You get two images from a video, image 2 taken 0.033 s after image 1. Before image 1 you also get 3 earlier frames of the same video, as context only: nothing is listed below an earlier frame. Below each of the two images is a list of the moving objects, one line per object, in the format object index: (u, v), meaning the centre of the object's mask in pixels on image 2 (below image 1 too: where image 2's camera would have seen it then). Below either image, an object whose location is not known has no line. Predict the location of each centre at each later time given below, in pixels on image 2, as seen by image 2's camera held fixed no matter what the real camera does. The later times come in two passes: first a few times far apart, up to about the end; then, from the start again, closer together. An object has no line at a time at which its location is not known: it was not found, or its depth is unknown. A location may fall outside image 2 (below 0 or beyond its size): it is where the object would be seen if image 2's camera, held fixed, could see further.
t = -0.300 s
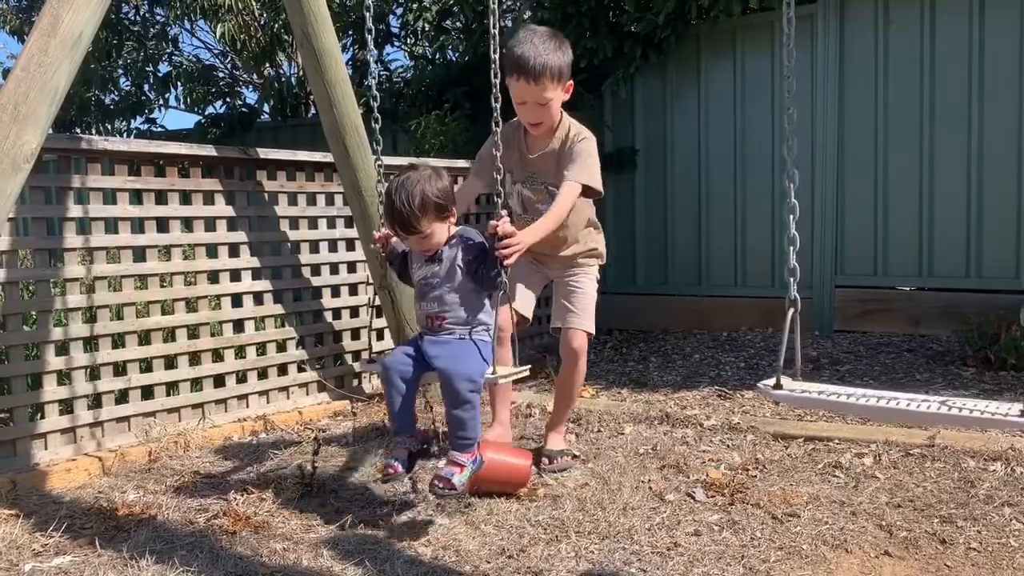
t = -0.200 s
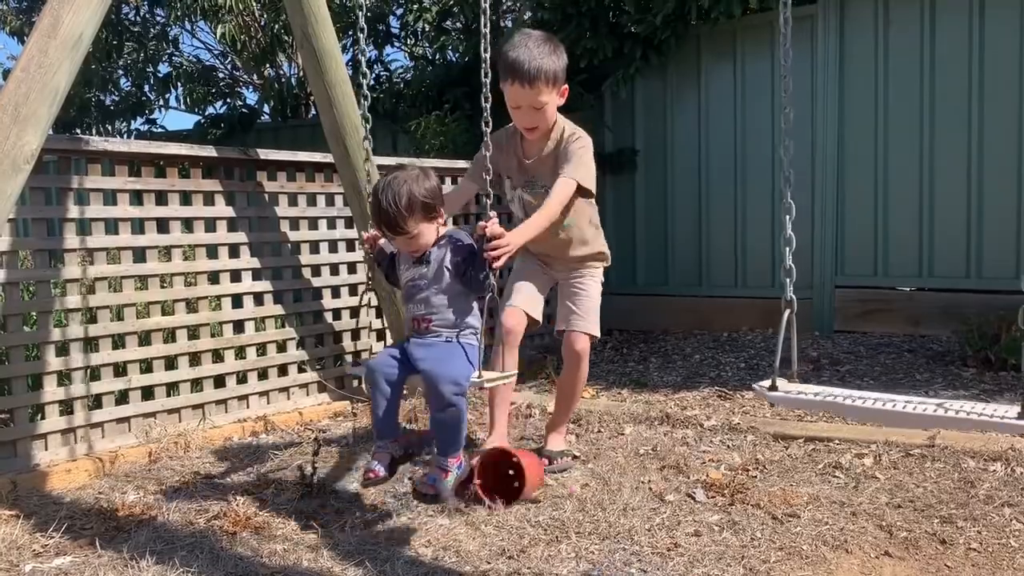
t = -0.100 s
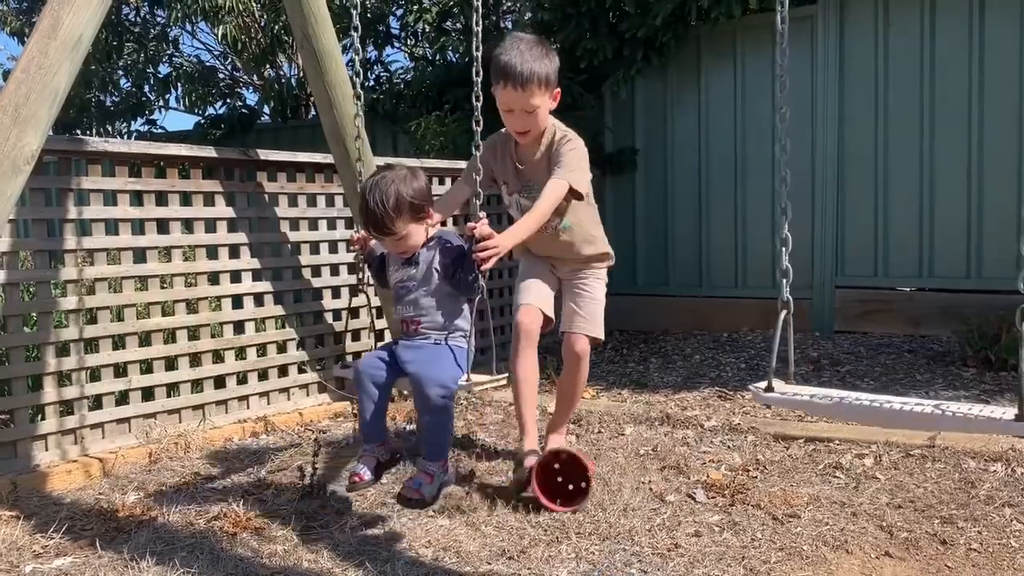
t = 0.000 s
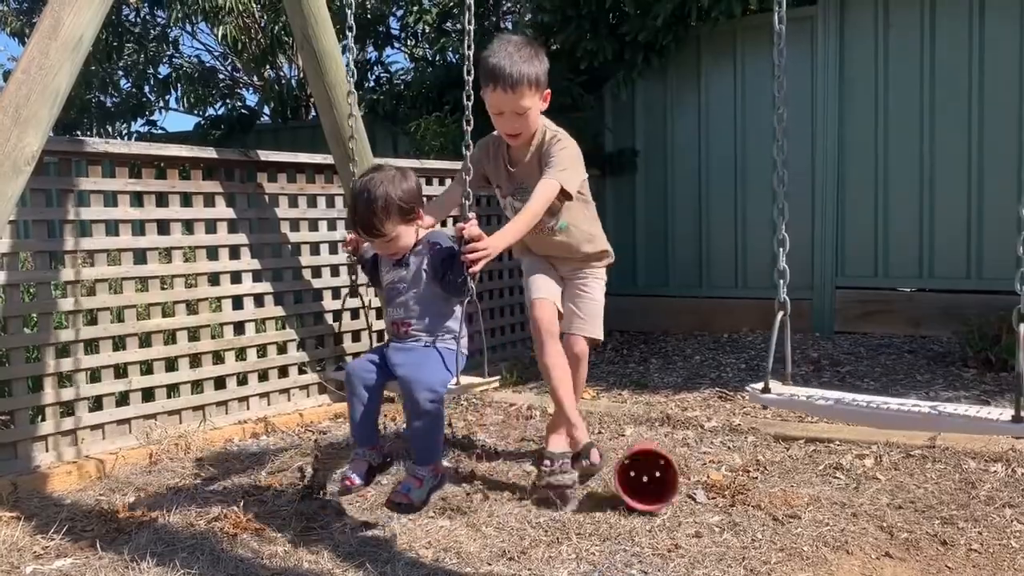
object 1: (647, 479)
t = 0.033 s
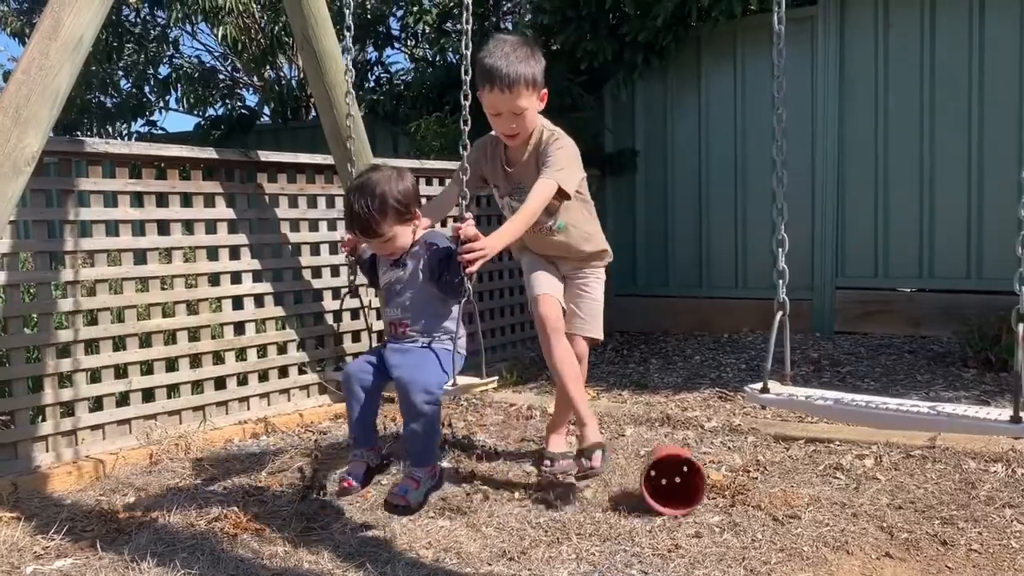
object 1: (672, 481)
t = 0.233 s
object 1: (779, 482)
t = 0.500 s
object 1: (884, 482)
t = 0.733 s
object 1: (931, 467)
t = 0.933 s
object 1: (933, 454)
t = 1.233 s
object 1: (933, 447)
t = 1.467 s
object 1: (935, 449)
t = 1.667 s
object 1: (934, 452)
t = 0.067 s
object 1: (695, 484)
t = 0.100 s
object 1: (715, 487)
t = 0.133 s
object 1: (731, 484)
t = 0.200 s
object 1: (763, 481)
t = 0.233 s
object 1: (779, 482)
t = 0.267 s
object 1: (794, 484)
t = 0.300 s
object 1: (807, 482)
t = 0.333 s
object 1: (821, 482)
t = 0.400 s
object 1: (847, 482)
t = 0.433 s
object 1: (861, 483)
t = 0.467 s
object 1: (873, 482)
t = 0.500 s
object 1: (884, 482)
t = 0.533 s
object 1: (893, 481)
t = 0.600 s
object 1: (910, 478)
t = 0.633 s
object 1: (917, 474)
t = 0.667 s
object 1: (922, 472)
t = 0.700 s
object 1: (927, 469)
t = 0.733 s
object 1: (931, 467)
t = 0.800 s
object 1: (934, 463)
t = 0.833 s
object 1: (934, 461)
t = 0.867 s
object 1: (935, 459)
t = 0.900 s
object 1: (934, 457)
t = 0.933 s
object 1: (933, 454)
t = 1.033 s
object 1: (934, 450)
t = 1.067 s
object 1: (934, 449)
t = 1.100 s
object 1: (935, 448)
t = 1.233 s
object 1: (933, 447)
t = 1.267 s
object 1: (933, 448)
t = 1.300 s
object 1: (933, 447)
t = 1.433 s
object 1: (934, 448)
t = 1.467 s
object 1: (935, 449)
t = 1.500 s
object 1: (935, 450)
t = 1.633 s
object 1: (934, 452)
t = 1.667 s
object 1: (934, 452)
